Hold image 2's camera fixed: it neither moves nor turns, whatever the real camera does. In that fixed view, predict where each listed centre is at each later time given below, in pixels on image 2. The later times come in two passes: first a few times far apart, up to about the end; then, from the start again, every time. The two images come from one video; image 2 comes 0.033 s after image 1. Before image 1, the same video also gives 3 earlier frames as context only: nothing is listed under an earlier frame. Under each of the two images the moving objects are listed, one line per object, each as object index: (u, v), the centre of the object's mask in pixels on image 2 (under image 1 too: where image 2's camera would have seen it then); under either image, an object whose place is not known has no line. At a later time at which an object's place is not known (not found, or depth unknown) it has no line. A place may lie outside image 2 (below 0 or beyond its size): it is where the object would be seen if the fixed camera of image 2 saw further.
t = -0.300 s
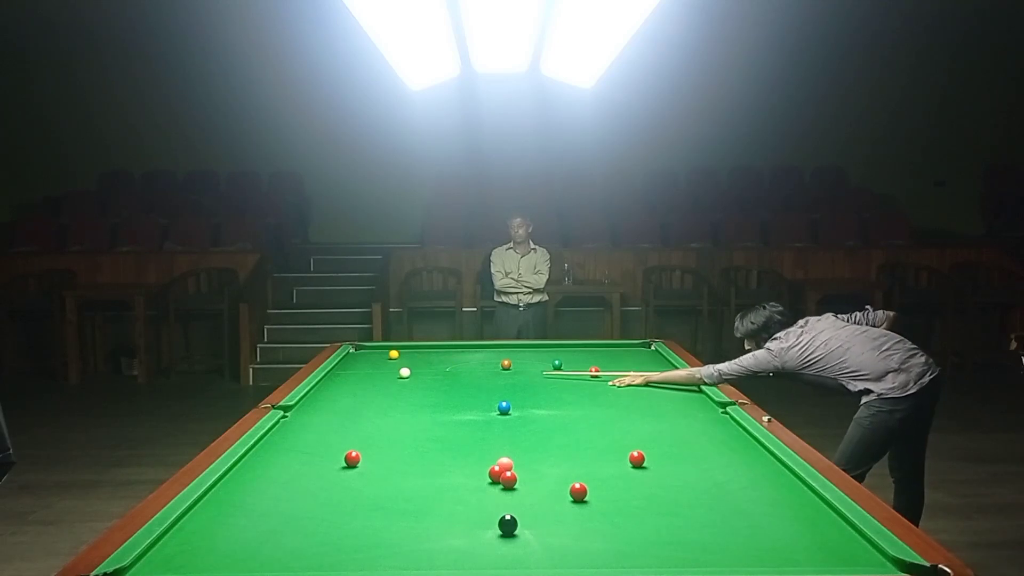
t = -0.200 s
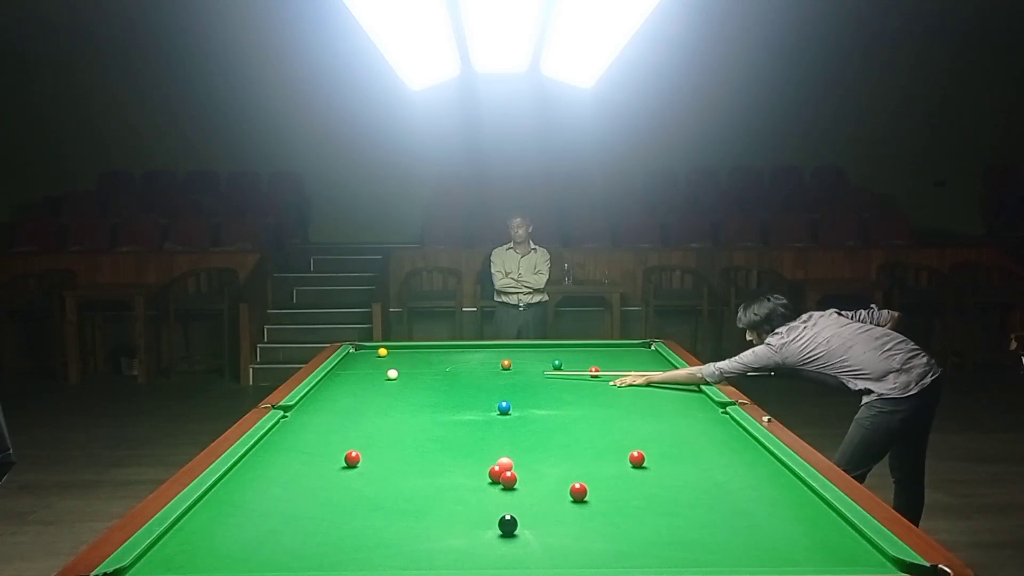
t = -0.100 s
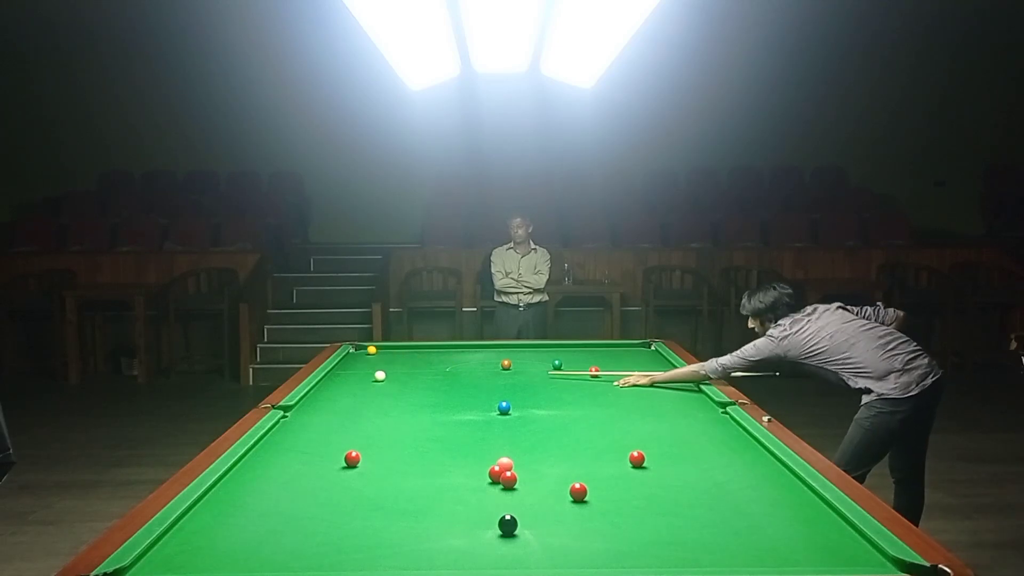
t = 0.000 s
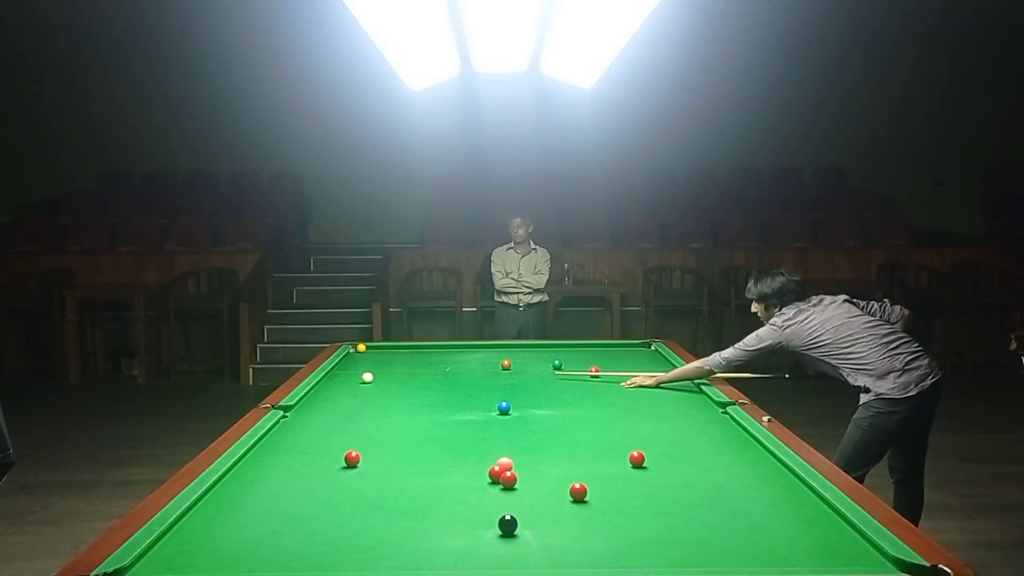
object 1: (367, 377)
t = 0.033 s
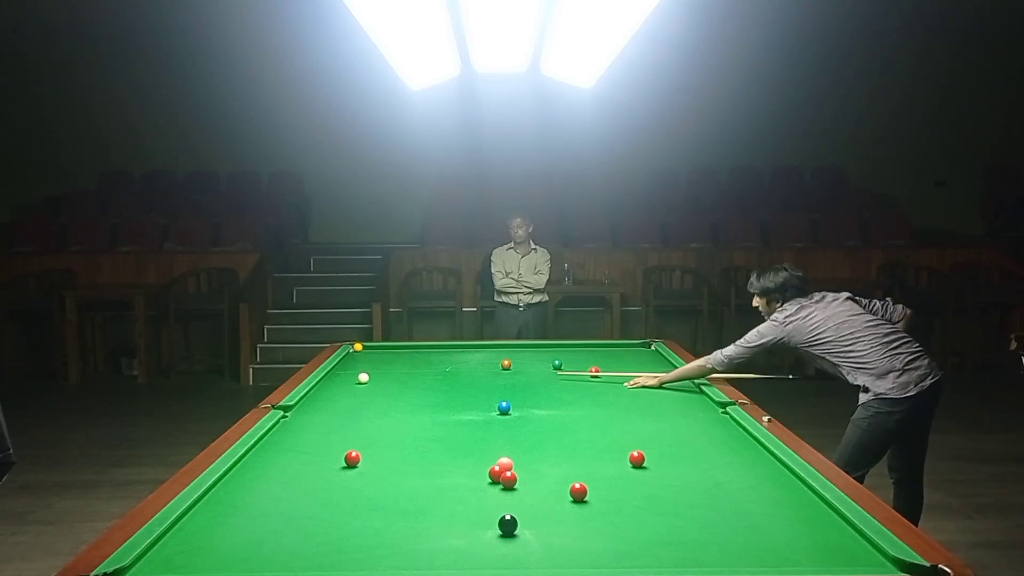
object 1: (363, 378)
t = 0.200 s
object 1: (342, 381)
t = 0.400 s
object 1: (323, 384)
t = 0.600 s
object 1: (338, 387)
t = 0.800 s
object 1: (354, 390)
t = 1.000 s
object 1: (369, 392)
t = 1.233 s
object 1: (386, 396)
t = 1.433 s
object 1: (402, 398)
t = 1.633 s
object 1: (417, 401)
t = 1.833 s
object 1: (431, 403)
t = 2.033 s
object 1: (446, 406)
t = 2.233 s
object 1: (461, 409)
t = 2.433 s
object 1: (475, 411)
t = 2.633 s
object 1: (489, 414)
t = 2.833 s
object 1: (503, 417)
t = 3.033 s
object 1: (516, 419)
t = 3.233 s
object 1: (530, 422)
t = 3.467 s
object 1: (545, 425)
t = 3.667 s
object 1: (557, 427)
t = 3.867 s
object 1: (569, 429)
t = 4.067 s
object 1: (580, 431)
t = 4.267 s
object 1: (591, 433)
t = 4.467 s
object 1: (602, 435)
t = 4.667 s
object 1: (611, 437)
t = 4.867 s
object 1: (620, 438)
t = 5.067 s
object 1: (628, 440)
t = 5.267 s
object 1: (635, 441)
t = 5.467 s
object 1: (641, 442)
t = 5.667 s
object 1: (647, 443)
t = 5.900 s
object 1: (652, 444)
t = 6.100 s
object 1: (656, 444)
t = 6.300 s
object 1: (658, 445)
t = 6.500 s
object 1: (659, 445)
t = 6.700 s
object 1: (659, 445)
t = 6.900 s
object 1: (659, 445)
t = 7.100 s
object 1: (659, 445)
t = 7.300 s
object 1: (659, 445)
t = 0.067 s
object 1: (359, 378)
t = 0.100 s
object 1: (355, 379)
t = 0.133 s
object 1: (351, 379)
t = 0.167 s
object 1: (347, 380)
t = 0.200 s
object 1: (342, 381)
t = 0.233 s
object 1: (338, 381)
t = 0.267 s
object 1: (334, 382)
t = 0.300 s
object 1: (330, 382)
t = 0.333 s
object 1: (326, 383)
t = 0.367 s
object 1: (321, 384)
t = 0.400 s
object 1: (323, 384)
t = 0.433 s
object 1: (325, 384)
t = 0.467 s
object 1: (328, 385)
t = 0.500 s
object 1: (331, 385)
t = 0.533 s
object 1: (333, 386)
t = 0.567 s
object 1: (336, 386)
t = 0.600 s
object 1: (338, 387)
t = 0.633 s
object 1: (341, 387)
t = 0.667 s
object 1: (343, 388)
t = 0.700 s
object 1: (346, 388)
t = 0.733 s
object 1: (348, 389)
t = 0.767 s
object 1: (351, 389)
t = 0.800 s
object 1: (354, 390)
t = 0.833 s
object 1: (356, 390)
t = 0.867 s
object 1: (359, 390)
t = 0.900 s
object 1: (361, 391)
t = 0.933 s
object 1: (364, 391)
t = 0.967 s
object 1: (366, 392)
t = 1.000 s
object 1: (369, 392)
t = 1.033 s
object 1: (371, 393)
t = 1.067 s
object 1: (374, 393)
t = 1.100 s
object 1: (376, 394)
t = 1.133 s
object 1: (379, 394)
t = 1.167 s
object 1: (381, 395)
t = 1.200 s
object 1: (384, 395)
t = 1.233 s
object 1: (386, 396)
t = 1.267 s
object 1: (389, 396)
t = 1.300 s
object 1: (392, 396)
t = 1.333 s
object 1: (394, 397)
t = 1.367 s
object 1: (396, 397)
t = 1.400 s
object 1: (399, 398)
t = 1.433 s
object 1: (402, 398)
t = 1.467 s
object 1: (404, 399)
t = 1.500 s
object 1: (407, 399)
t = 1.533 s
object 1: (409, 399)
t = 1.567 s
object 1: (412, 400)
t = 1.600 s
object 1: (414, 400)
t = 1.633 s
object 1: (417, 401)
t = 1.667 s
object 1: (419, 401)
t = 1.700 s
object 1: (421, 402)
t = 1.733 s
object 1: (424, 402)
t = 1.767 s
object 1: (427, 402)
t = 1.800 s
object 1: (429, 403)
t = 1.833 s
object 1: (431, 403)
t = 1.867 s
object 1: (434, 404)
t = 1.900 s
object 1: (436, 404)
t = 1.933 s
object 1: (439, 405)
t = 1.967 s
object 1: (441, 405)
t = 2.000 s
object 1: (444, 406)
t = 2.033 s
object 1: (446, 406)
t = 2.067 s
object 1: (449, 407)
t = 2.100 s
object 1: (451, 407)
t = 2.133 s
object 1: (453, 407)
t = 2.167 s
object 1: (456, 408)
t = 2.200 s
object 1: (458, 409)
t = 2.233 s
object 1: (461, 409)
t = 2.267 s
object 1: (463, 409)
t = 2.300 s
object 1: (466, 410)
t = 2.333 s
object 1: (468, 410)
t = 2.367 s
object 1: (470, 410)
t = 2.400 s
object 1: (473, 411)
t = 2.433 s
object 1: (475, 411)
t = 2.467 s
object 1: (477, 412)
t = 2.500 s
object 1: (480, 412)
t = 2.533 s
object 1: (482, 413)
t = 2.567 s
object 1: (484, 413)
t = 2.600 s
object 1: (487, 414)
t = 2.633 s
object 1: (489, 414)
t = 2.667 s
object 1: (491, 414)
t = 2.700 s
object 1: (494, 415)
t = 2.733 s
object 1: (496, 415)
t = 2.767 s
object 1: (498, 416)
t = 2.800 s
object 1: (500, 416)
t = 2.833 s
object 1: (503, 417)
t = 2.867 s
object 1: (505, 417)
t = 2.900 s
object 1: (507, 417)
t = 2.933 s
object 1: (510, 418)
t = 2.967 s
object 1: (512, 418)
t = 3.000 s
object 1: (514, 419)
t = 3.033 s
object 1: (516, 419)
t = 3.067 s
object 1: (519, 420)
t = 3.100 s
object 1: (521, 420)
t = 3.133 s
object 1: (523, 420)
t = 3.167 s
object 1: (525, 421)
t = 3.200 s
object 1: (528, 421)
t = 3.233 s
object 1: (530, 422)
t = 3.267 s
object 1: (532, 422)
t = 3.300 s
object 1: (534, 422)
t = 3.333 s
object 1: (536, 423)
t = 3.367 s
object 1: (538, 423)
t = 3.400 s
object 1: (540, 424)
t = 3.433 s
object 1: (542, 424)
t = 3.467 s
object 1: (545, 425)
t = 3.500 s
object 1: (547, 425)
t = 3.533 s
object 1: (549, 425)
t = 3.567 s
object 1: (551, 426)
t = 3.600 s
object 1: (553, 426)
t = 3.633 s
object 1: (555, 426)
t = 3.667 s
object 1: (557, 427)
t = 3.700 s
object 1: (559, 427)
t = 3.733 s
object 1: (561, 428)
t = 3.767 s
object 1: (563, 428)
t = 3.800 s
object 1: (565, 429)
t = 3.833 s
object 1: (567, 429)
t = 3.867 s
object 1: (569, 429)
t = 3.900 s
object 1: (571, 429)
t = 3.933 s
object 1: (573, 430)
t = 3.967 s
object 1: (575, 430)
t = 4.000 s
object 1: (577, 430)
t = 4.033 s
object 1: (579, 431)
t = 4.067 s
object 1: (580, 431)
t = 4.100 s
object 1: (582, 431)
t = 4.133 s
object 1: (584, 432)
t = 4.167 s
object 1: (586, 432)
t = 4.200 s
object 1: (588, 433)
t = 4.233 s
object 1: (590, 433)
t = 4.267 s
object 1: (591, 433)
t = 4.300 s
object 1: (593, 434)
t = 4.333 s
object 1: (595, 434)
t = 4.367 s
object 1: (597, 434)
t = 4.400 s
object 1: (598, 434)
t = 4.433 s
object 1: (600, 435)
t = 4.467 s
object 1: (602, 435)
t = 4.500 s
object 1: (603, 435)
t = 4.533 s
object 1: (605, 435)
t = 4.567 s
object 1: (606, 436)
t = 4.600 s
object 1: (608, 436)
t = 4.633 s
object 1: (610, 436)
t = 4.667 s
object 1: (611, 437)
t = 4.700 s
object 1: (613, 437)
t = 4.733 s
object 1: (614, 437)
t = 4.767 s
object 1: (616, 437)
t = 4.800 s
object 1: (617, 438)
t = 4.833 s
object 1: (619, 438)
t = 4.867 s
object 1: (620, 438)
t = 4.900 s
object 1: (621, 439)
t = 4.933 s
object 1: (623, 439)
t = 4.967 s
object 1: (624, 439)
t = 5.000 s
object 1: (625, 439)
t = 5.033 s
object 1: (627, 439)
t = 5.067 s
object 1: (628, 440)
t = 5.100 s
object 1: (629, 440)
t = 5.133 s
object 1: (630, 440)
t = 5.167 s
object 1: (631, 440)
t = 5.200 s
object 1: (633, 440)
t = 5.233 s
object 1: (634, 441)
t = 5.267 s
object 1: (635, 441)
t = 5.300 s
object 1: (636, 441)
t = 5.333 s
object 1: (637, 441)
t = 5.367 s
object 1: (638, 441)
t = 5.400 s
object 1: (639, 441)
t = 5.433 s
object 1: (641, 441)
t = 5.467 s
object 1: (641, 442)
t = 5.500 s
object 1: (642, 442)
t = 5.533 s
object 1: (643, 442)
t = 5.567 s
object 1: (644, 442)
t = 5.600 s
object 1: (645, 442)
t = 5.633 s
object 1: (646, 443)
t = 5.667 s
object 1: (647, 443)
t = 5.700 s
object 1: (648, 443)
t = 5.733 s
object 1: (649, 443)
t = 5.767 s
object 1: (649, 443)
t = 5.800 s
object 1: (650, 443)
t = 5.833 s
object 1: (651, 443)
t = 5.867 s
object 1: (652, 443)
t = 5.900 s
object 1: (652, 444)
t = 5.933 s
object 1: (653, 444)
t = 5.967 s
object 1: (653, 444)
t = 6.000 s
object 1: (654, 444)
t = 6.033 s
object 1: (654, 444)
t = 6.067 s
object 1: (655, 444)
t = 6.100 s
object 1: (656, 444)
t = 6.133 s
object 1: (656, 444)
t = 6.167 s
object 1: (656, 444)
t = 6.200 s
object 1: (657, 444)
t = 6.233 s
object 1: (657, 444)
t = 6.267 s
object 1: (657, 445)
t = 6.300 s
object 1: (658, 445)
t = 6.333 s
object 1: (658, 445)
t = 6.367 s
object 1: (658, 445)
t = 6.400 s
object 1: (658, 445)
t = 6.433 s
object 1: (659, 445)
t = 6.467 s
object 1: (659, 445)
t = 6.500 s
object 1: (659, 445)
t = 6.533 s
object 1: (659, 445)
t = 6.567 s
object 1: (659, 445)
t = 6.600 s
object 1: (659, 445)
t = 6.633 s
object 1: (659, 445)
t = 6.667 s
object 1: (659, 445)
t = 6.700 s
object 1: (659, 445)
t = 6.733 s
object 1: (659, 445)
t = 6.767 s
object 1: (659, 445)
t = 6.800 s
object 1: (660, 445)
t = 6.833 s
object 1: (659, 445)
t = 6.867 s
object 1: (659, 445)
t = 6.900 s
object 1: (659, 445)
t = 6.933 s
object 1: (659, 445)
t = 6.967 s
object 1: (659, 445)
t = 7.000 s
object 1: (659, 445)
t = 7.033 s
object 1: (659, 445)
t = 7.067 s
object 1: (659, 445)
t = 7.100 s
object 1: (659, 445)
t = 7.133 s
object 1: (659, 445)
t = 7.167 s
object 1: (659, 445)
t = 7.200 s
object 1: (659, 445)
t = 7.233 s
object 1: (659, 445)
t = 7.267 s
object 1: (659, 445)
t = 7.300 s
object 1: (659, 445)
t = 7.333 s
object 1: (659, 445)
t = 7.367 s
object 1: (659, 445)
